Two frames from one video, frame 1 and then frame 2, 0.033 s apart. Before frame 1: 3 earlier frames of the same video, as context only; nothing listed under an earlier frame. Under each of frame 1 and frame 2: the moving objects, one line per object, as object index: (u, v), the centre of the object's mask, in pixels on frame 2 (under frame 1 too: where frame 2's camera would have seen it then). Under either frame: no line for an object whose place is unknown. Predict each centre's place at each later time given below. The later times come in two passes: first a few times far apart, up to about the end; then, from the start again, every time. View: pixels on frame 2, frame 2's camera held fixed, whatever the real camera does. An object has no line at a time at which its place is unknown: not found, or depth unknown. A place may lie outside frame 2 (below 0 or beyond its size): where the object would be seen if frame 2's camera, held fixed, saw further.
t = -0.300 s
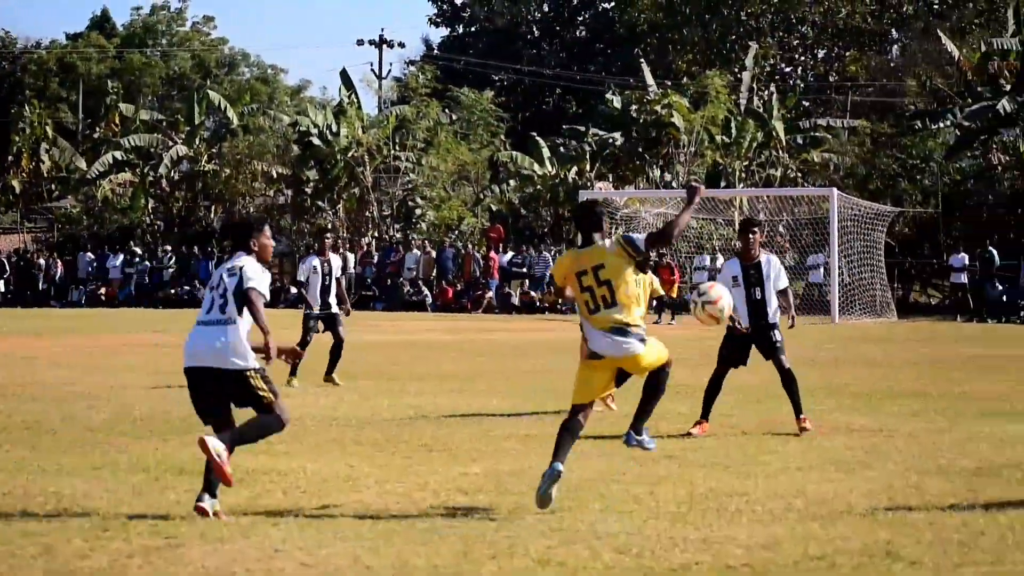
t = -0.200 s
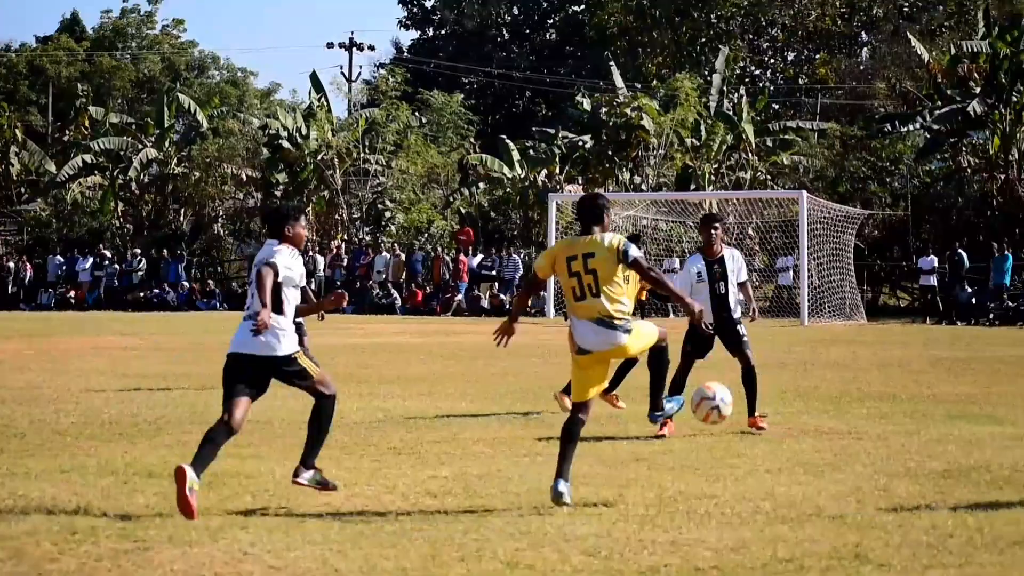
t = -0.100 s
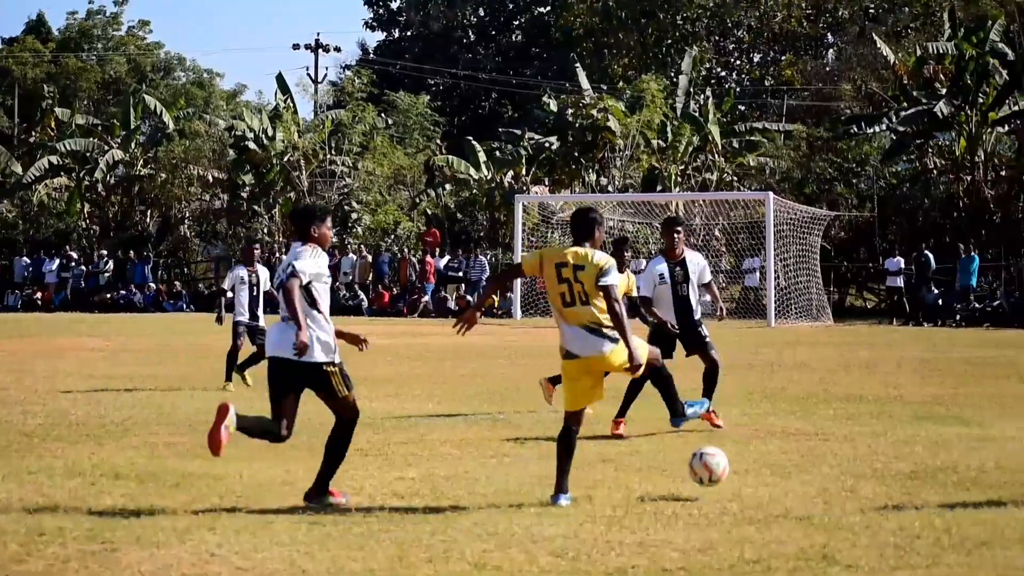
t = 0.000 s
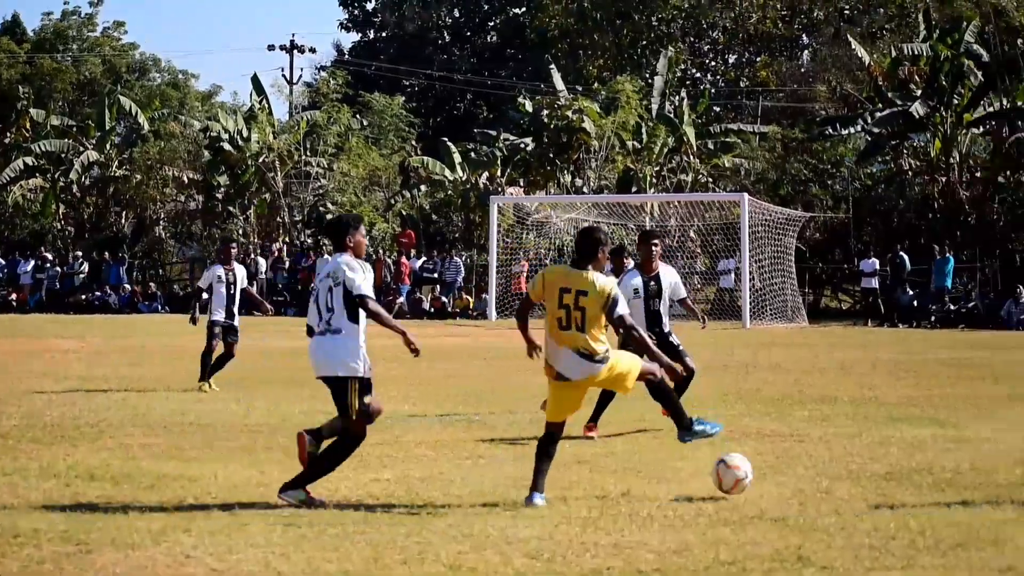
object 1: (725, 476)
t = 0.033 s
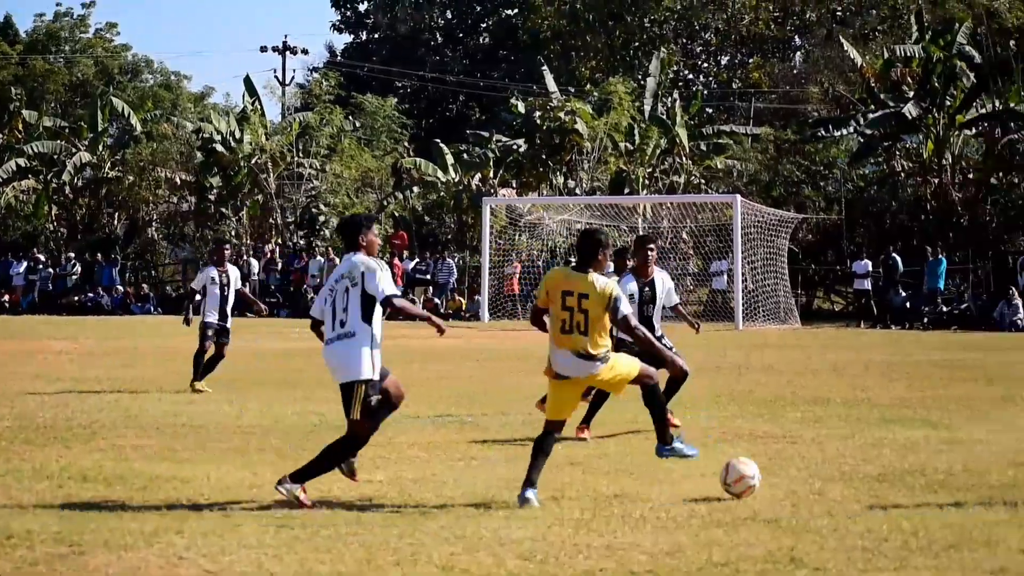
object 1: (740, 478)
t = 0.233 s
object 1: (804, 426)
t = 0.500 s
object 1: (884, 469)
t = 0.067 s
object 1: (751, 464)
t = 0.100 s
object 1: (762, 452)
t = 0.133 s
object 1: (772, 443)
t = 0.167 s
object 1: (782, 435)
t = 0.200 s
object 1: (793, 430)
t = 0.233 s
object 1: (804, 426)
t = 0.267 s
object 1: (814, 425)
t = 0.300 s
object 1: (825, 425)
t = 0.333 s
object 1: (834, 428)
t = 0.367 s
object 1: (845, 433)
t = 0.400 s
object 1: (854, 439)
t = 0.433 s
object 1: (864, 447)
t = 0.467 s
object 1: (874, 457)
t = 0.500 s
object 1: (884, 469)
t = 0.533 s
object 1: (894, 467)
